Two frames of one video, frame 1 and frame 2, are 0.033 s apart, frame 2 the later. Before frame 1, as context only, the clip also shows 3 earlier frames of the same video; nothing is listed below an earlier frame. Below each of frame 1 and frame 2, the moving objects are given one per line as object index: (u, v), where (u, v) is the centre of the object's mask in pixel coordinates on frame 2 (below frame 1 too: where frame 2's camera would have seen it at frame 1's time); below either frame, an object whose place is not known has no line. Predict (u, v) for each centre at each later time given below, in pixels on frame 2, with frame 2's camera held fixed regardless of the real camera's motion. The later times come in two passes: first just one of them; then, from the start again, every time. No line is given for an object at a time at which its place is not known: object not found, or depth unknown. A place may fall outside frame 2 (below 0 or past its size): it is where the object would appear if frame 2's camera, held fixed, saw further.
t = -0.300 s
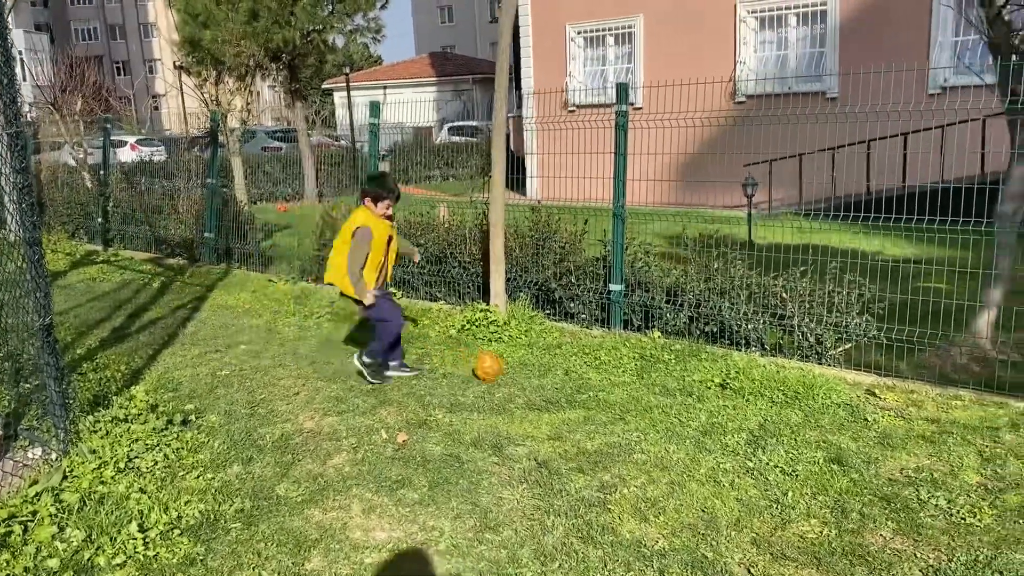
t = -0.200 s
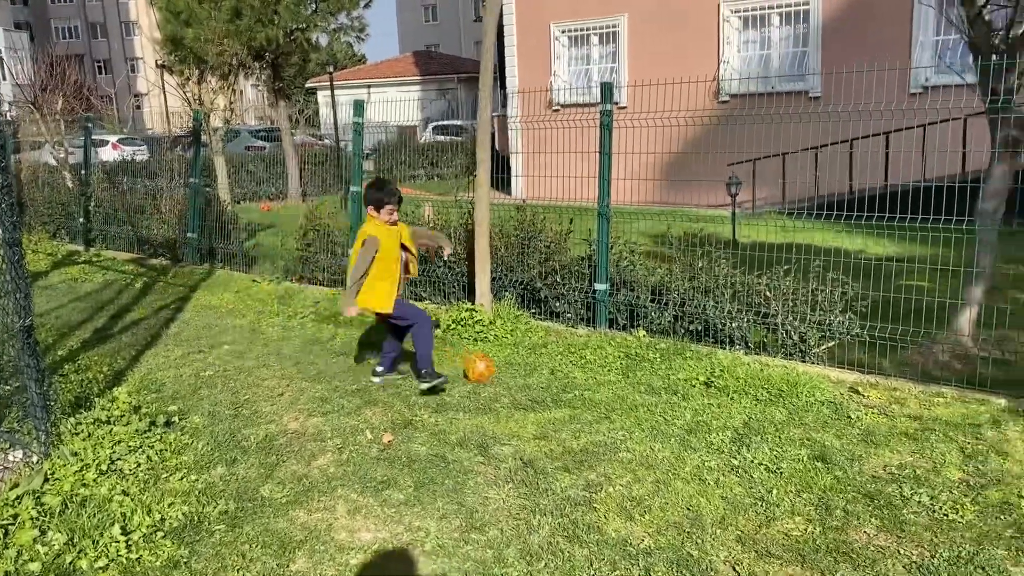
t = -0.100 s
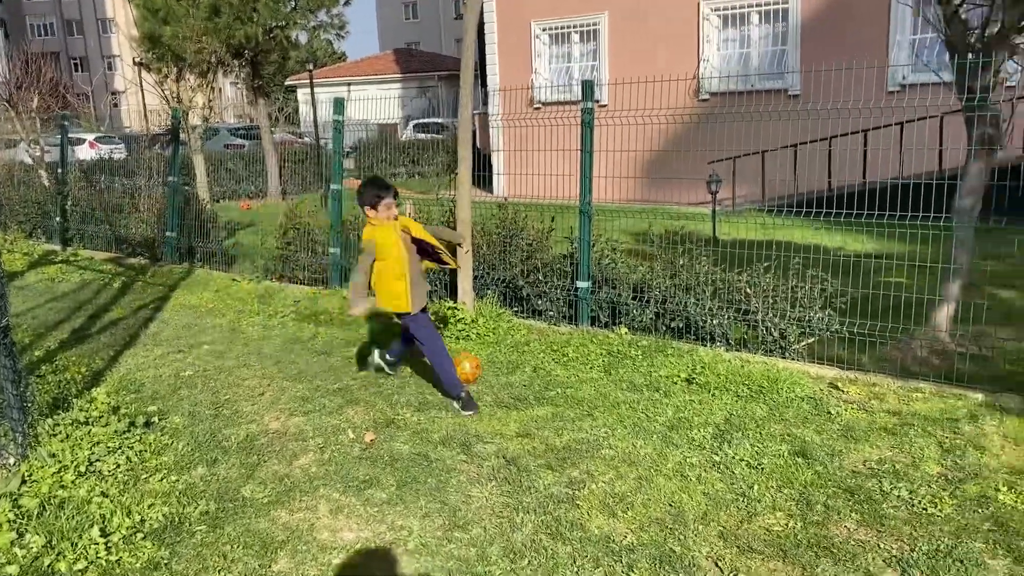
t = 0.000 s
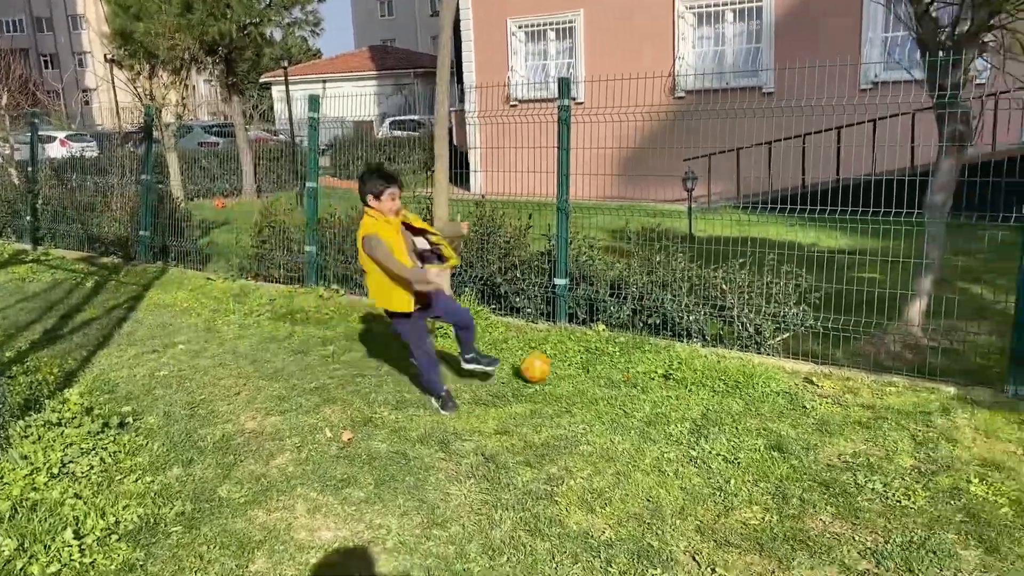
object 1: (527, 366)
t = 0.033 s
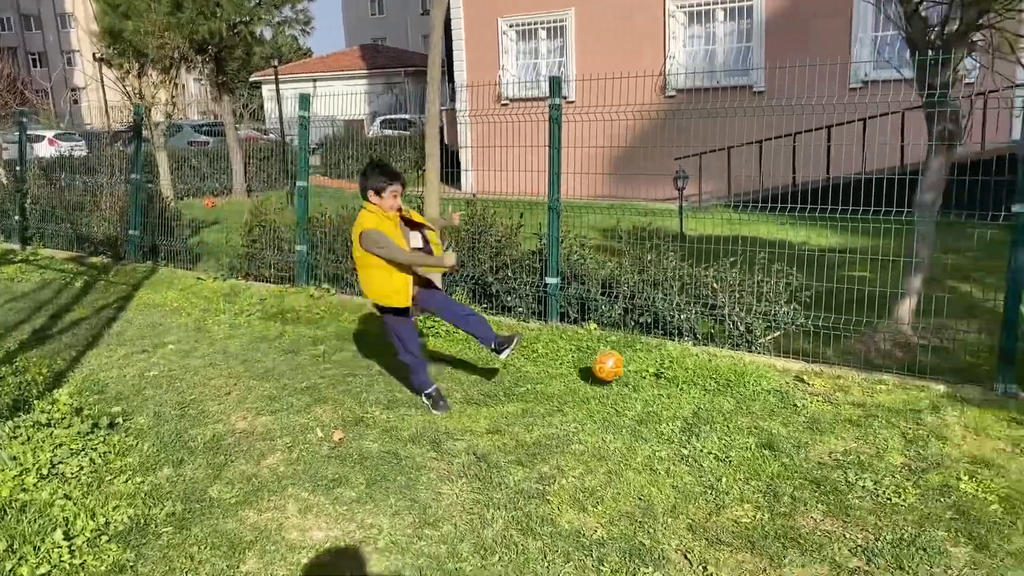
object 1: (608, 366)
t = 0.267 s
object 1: (1116, 385)
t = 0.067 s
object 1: (691, 370)
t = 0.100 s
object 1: (774, 379)
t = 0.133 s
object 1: (859, 389)
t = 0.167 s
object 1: (938, 397)
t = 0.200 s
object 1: (998, 389)
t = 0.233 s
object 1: (1056, 388)
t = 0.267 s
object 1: (1116, 385)
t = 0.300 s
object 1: (1168, 384)
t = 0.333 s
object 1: (1204, 387)
